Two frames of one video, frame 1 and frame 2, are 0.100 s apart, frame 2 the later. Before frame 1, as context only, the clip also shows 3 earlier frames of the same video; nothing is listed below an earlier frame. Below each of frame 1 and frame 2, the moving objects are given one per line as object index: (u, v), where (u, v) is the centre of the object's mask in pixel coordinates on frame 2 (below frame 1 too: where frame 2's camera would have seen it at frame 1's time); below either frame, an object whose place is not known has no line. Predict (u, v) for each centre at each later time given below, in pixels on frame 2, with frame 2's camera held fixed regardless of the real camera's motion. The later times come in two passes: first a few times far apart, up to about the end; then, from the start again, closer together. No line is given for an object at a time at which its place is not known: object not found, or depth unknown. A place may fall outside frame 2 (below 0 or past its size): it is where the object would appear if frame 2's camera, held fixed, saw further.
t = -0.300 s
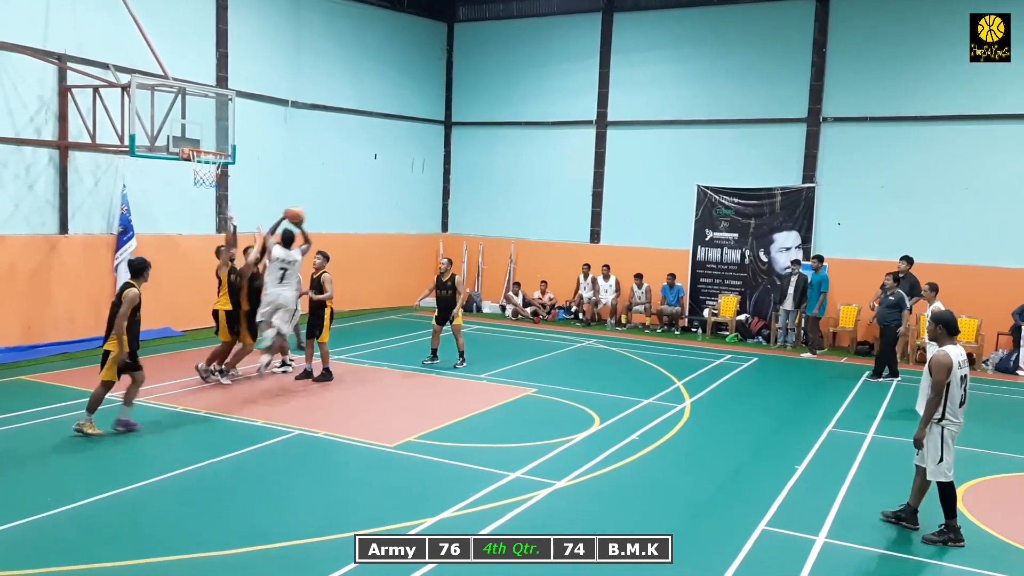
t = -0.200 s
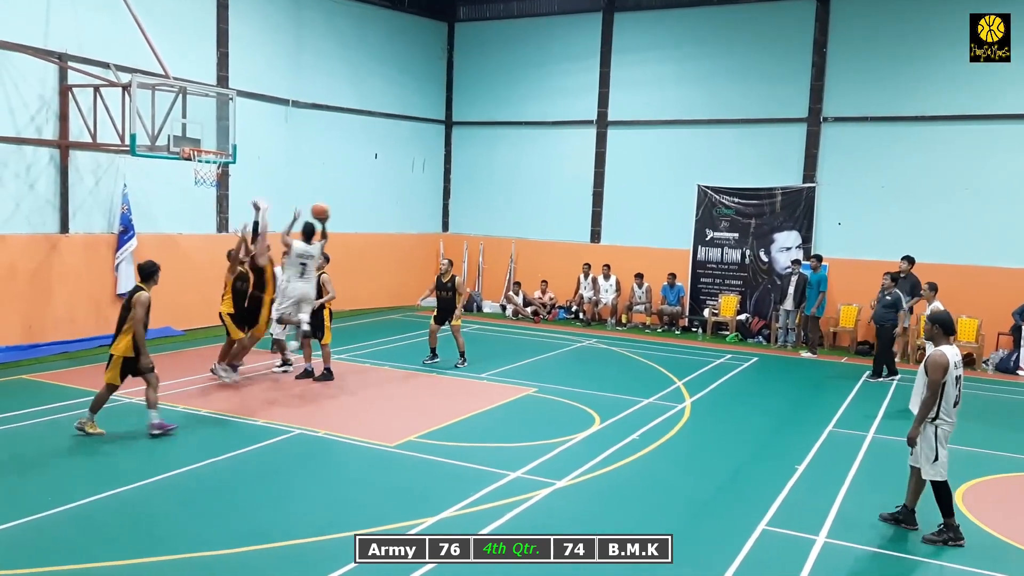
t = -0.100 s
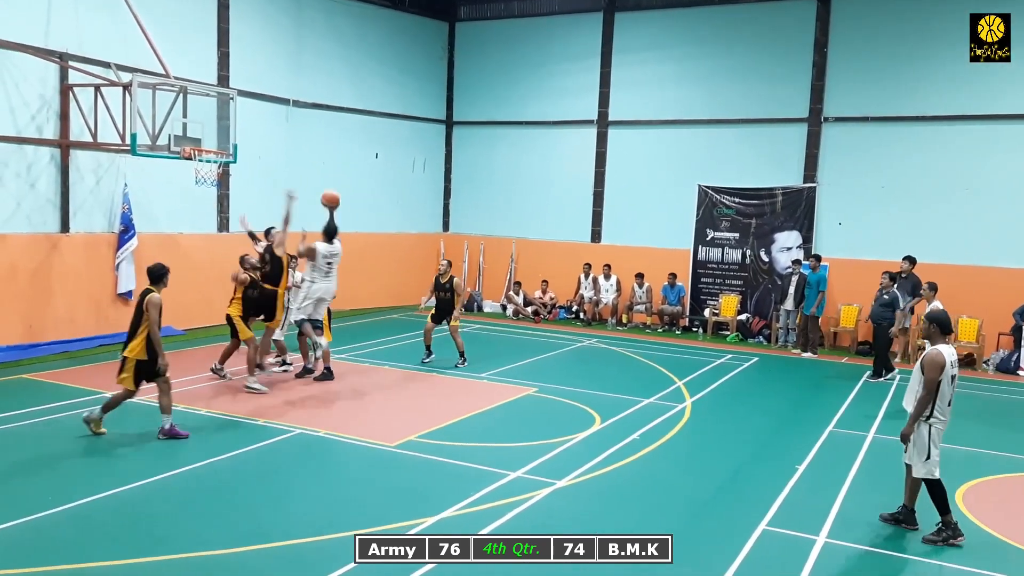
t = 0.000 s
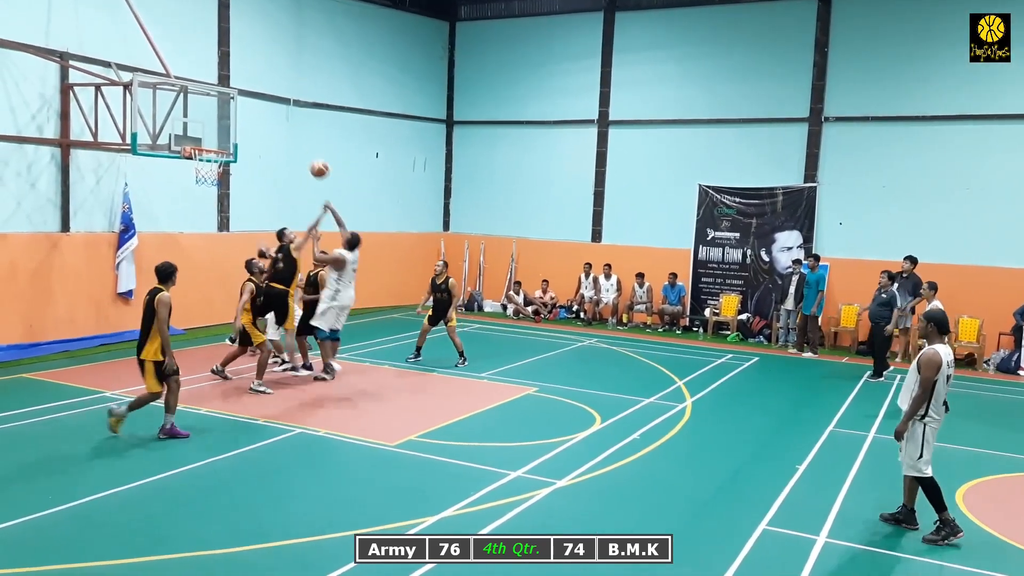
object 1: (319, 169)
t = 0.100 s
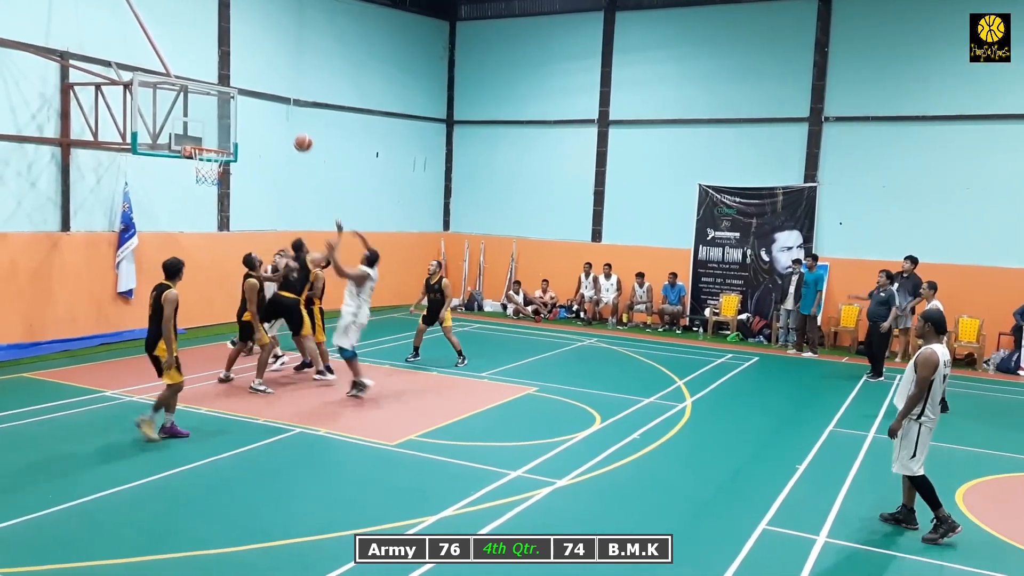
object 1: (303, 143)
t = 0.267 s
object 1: (275, 118)
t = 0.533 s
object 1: (233, 121)
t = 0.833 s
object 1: (196, 169)
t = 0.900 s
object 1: (193, 178)
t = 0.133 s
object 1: (297, 136)
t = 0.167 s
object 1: (291, 130)
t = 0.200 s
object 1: (286, 125)
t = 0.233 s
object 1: (280, 121)
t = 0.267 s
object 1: (275, 118)
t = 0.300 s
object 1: (270, 115)
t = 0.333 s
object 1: (264, 114)
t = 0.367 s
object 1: (259, 113)
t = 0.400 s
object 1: (254, 113)
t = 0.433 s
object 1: (249, 114)
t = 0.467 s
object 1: (244, 116)
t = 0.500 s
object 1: (238, 118)
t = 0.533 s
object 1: (233, 121)
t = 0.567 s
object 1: (228, 125)
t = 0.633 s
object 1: (219, 135)
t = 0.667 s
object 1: (214, 141)
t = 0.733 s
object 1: (203, 156)
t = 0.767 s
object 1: (200, 164)
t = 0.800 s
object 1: (197, 168)
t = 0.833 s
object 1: (196, 169)
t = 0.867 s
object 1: (195, 173)
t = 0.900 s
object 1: (193, 178)
